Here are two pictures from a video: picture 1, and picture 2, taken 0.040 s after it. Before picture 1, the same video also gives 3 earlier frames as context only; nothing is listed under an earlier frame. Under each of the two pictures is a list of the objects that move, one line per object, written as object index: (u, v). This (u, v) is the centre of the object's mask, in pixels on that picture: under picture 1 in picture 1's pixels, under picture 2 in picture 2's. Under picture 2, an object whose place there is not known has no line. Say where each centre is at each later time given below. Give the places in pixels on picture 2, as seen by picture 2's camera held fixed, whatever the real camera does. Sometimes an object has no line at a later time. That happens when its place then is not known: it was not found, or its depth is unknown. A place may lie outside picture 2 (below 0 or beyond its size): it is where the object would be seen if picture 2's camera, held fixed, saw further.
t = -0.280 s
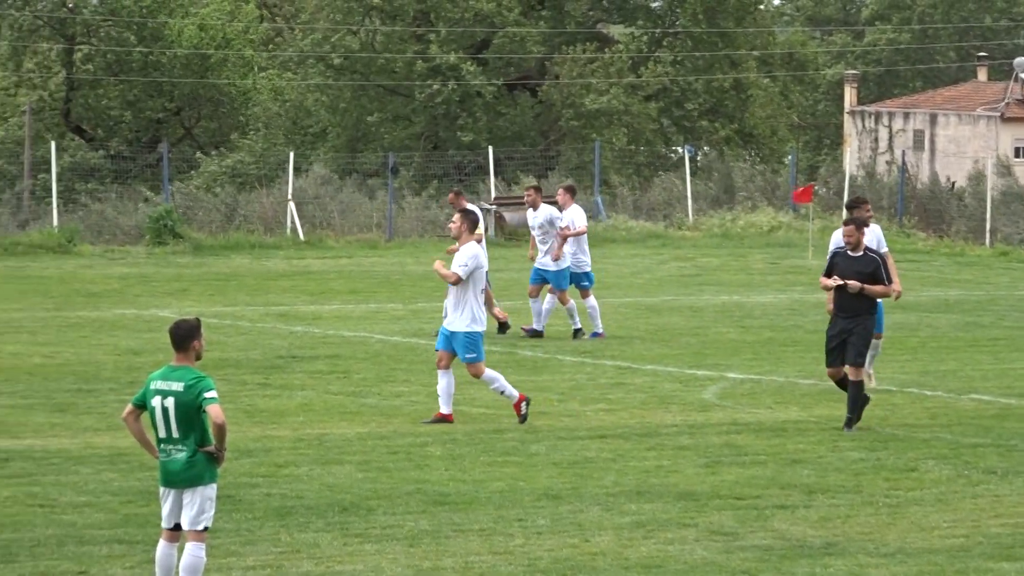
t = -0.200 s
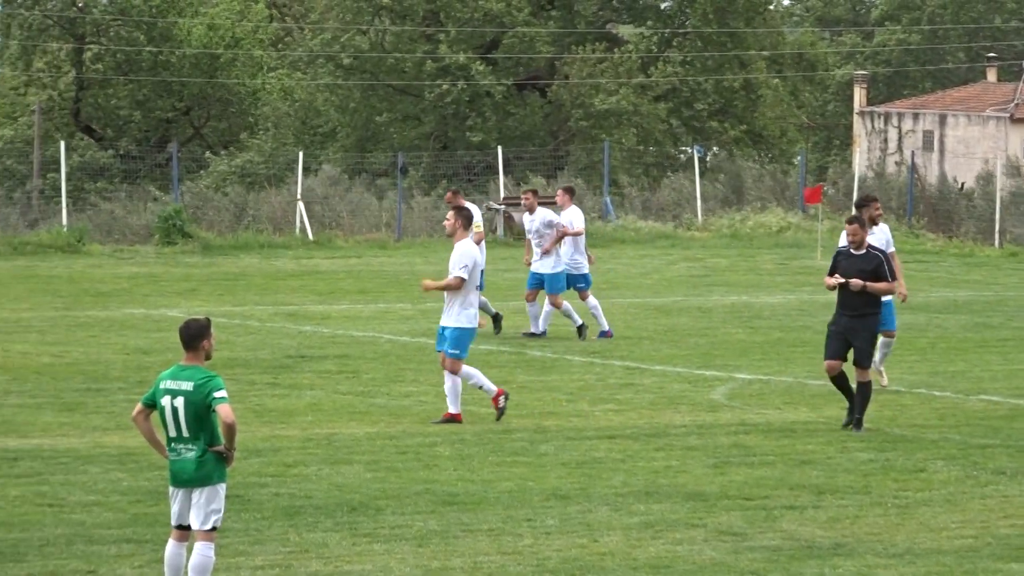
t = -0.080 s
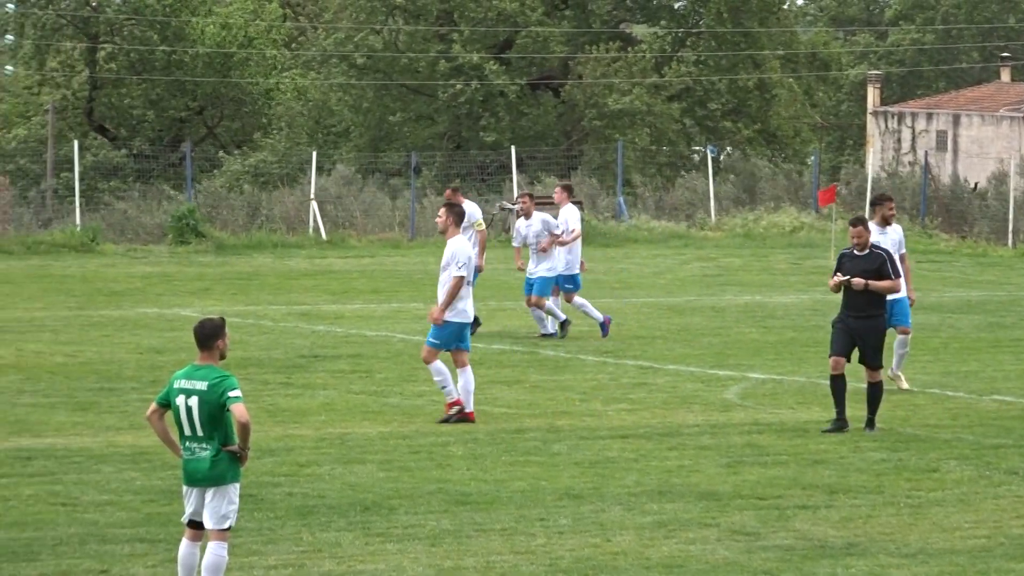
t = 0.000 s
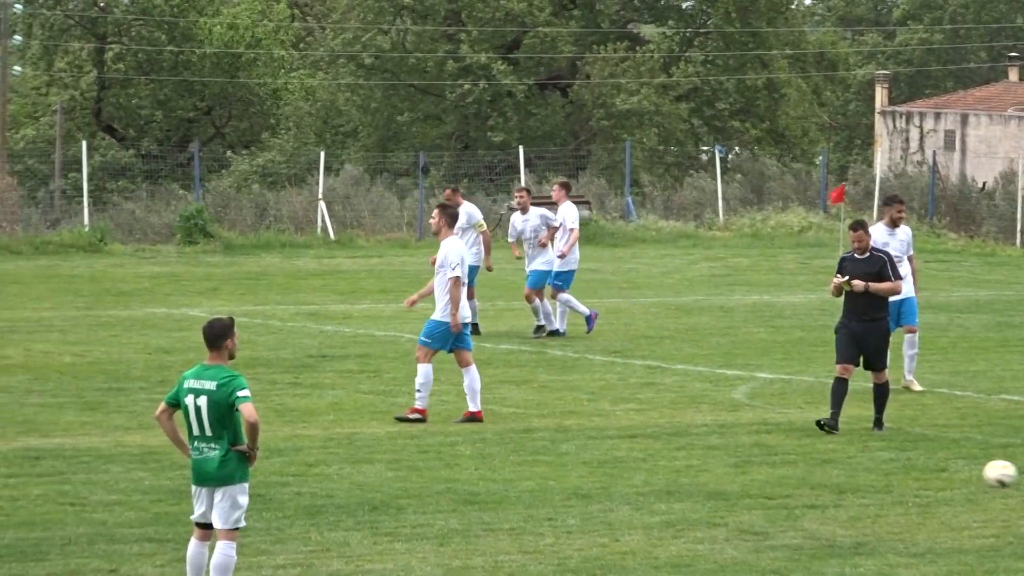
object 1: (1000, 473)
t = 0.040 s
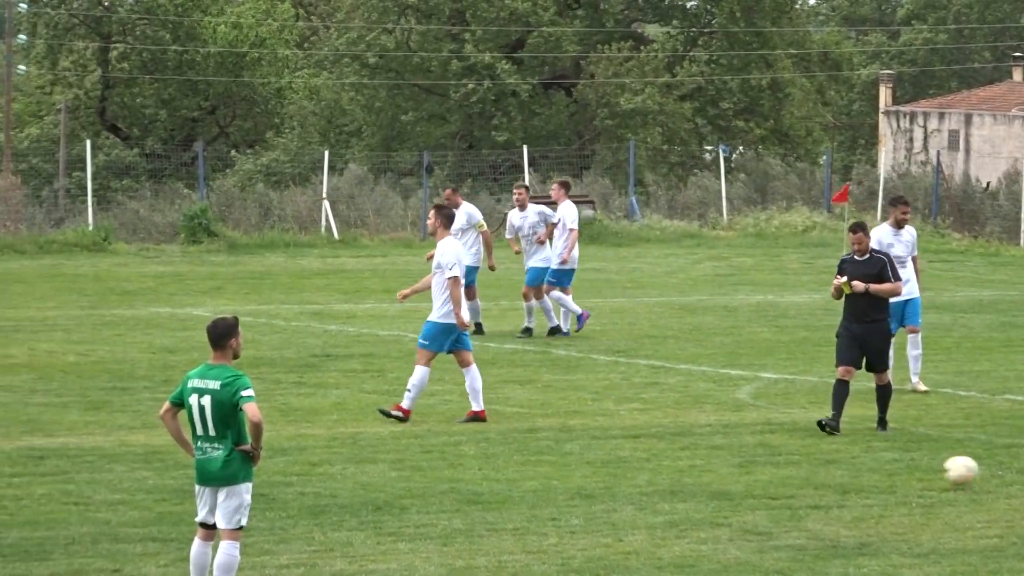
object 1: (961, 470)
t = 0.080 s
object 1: (917, 468)
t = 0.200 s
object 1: (783, 474)
